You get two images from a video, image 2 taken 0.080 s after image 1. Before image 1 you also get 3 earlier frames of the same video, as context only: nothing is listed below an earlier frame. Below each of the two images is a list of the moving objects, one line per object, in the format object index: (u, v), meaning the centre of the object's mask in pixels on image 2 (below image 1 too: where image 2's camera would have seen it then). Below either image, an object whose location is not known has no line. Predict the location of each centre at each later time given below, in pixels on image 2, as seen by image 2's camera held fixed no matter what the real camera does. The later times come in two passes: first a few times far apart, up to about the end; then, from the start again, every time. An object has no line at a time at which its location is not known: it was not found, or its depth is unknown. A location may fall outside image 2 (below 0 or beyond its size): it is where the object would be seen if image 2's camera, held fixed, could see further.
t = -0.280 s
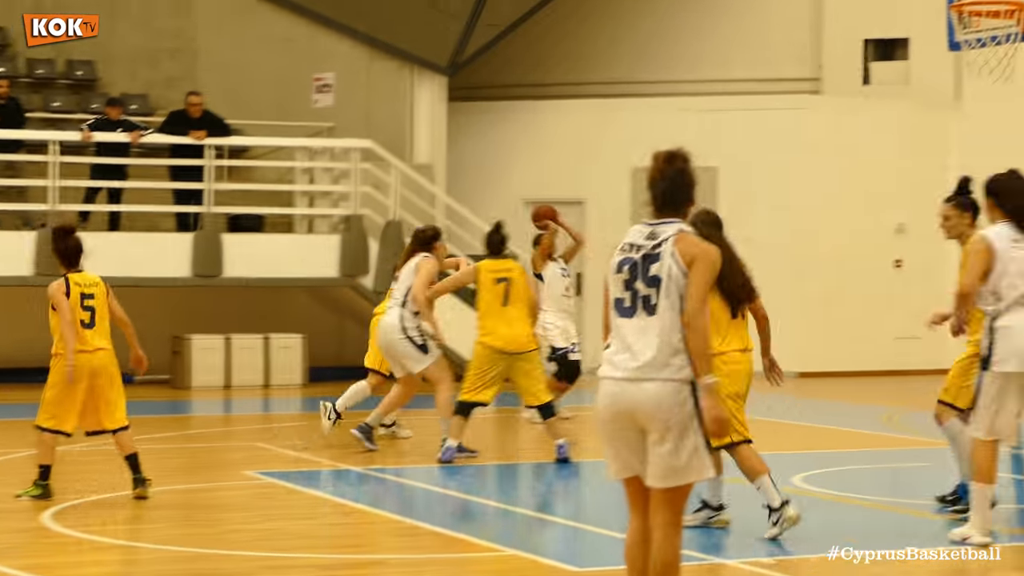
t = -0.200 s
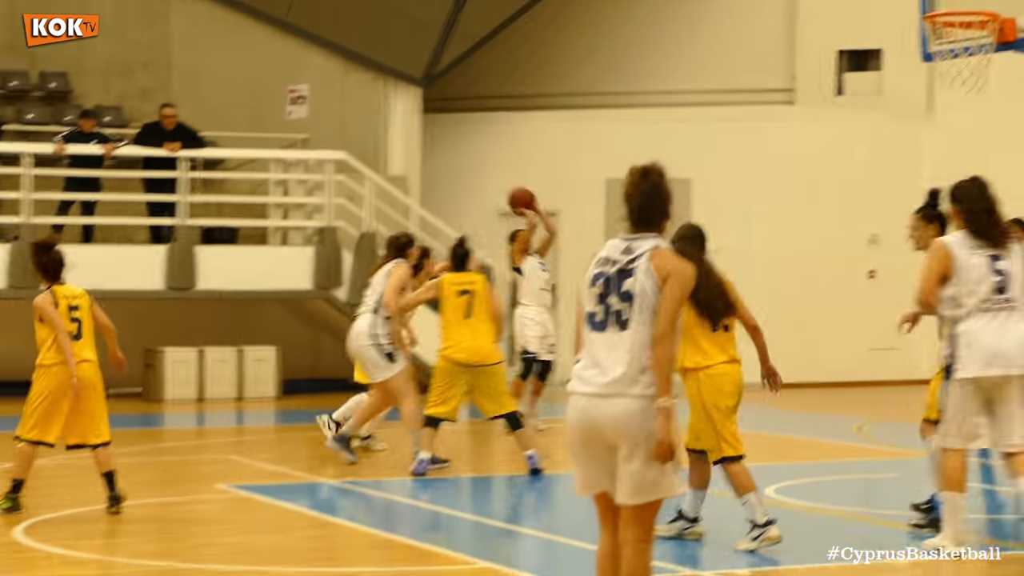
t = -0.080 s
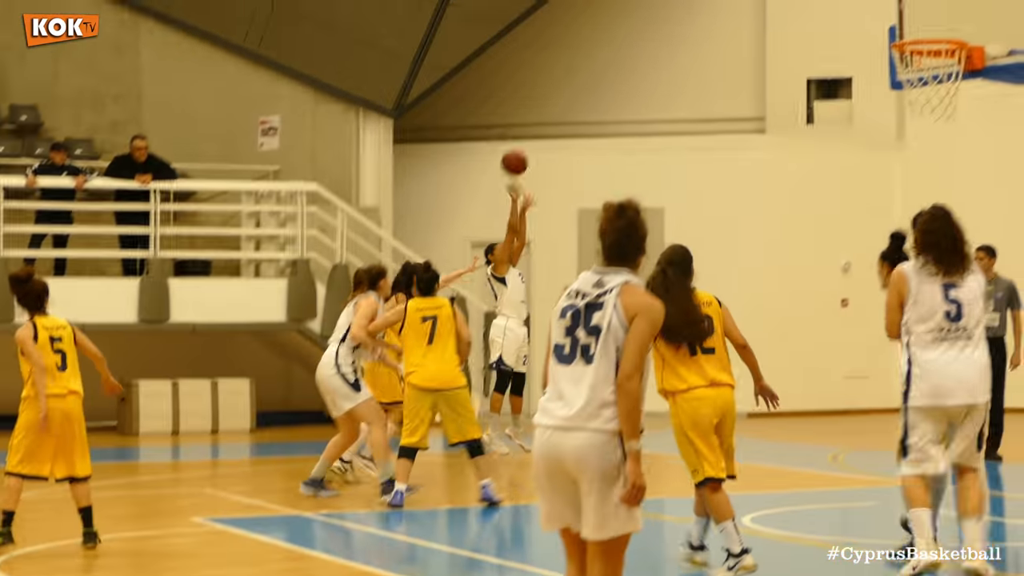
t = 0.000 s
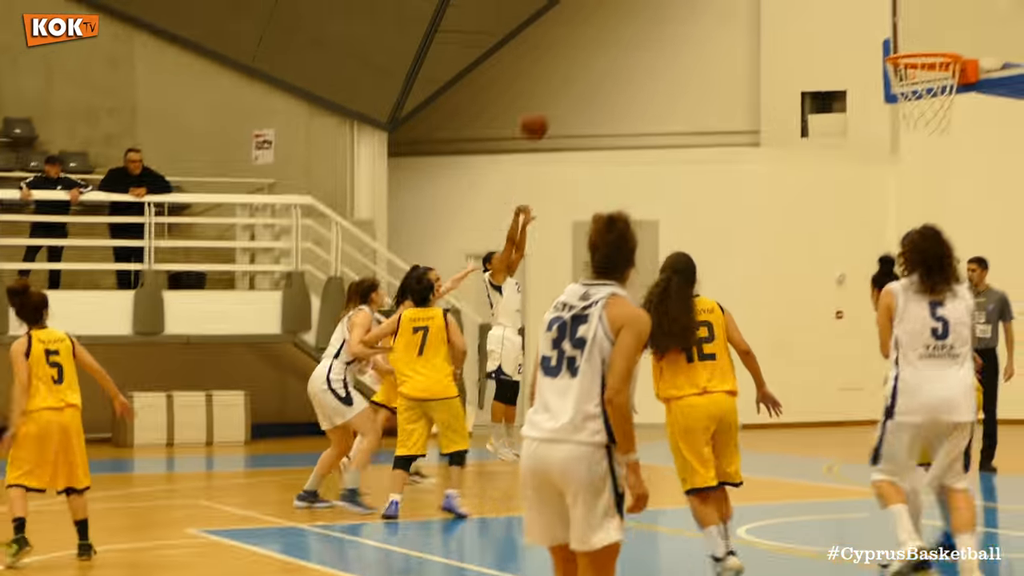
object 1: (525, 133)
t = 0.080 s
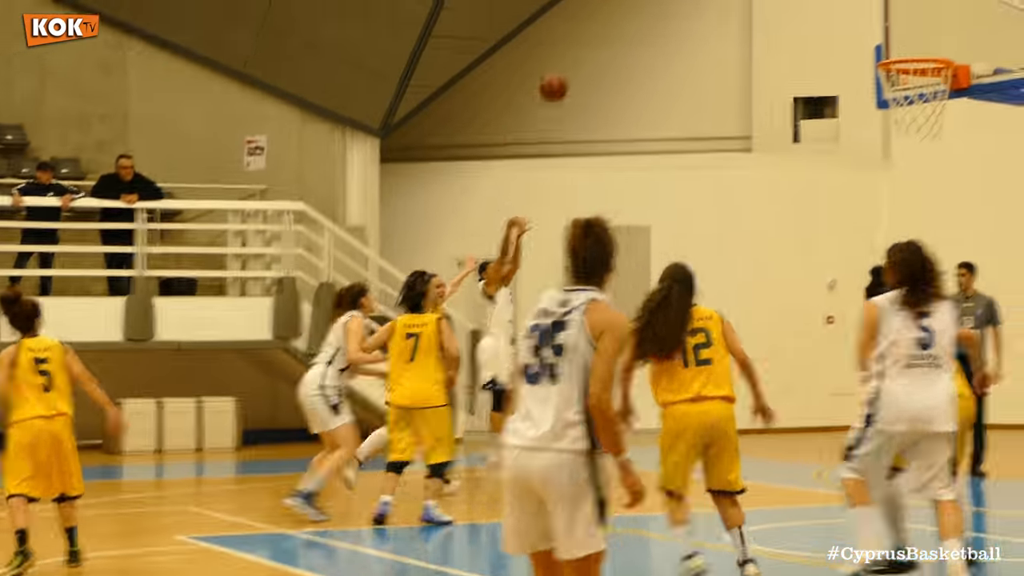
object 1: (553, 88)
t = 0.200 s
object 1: (598, 29)
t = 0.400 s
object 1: (672, -33)
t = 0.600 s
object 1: (766, -46)
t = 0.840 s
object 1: (879, 18)
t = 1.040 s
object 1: (967, 114)
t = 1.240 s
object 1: (1008, 186)
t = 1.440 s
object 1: (1046, 314)
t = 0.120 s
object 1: (568, 66)
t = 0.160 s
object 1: (581, 47)
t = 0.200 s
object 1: (598, 29)
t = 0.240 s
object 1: (613, 13)
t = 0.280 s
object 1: (626, -2)
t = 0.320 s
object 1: (640, -14)
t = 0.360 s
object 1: (657, -25)
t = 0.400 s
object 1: (672, -33)
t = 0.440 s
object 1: (689, -39)
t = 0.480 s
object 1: (705, -42)
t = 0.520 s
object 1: (723, -45)
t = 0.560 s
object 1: (744, -47)
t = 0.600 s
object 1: (766, -46)
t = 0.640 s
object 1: (779, -43)
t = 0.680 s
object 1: (799, -36)
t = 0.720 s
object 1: (818, -27)
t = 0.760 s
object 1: (838, -14)
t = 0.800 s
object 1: (858, 1)
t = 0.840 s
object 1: (879, 18)
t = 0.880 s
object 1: (901, 39)
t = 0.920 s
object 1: (921, 62)
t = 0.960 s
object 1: (942, 83)
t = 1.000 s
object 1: (956, 107)
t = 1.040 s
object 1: (967, 114)
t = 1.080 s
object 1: (976, 124)
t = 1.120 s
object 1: (984, 135)
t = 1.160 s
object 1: (992, 150)
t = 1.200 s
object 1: (1000, 167)
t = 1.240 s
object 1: (1008, 186)
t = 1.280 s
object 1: (1016, 207)
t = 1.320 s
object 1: (1023, 231)
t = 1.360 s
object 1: (1032, 257)
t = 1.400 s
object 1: (1039, 285)
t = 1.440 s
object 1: (1046, 314)
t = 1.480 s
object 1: (1054, 347)
